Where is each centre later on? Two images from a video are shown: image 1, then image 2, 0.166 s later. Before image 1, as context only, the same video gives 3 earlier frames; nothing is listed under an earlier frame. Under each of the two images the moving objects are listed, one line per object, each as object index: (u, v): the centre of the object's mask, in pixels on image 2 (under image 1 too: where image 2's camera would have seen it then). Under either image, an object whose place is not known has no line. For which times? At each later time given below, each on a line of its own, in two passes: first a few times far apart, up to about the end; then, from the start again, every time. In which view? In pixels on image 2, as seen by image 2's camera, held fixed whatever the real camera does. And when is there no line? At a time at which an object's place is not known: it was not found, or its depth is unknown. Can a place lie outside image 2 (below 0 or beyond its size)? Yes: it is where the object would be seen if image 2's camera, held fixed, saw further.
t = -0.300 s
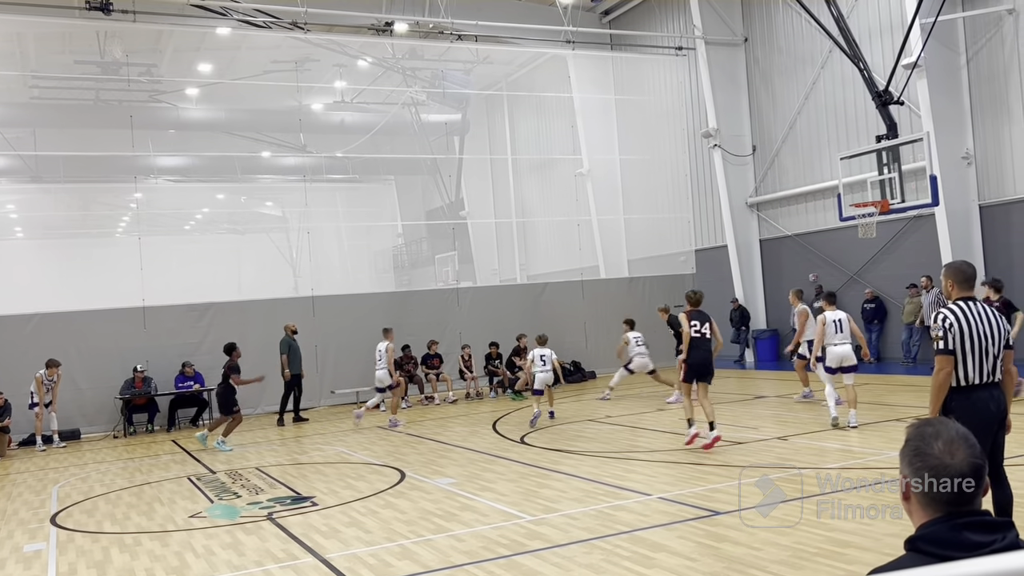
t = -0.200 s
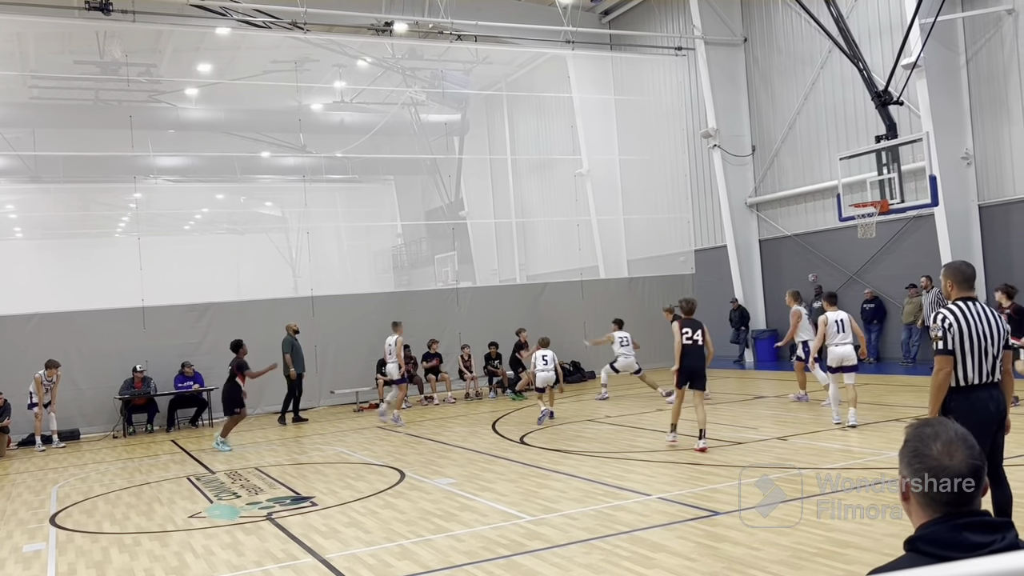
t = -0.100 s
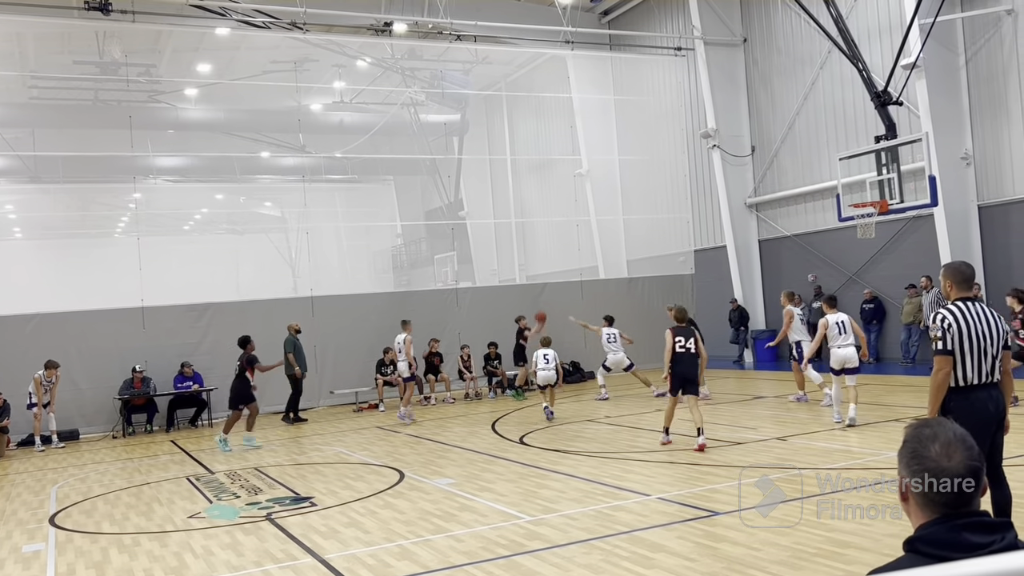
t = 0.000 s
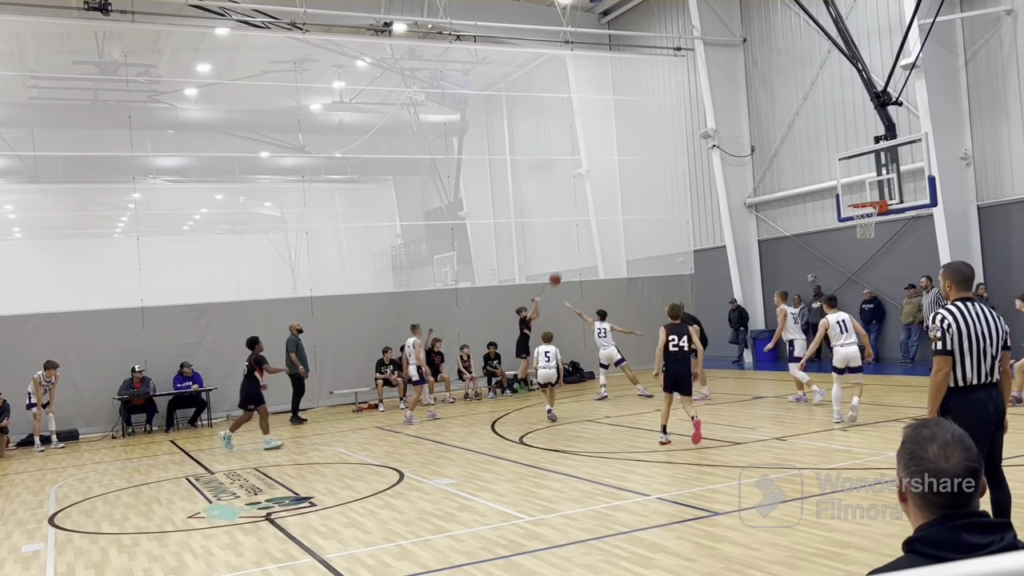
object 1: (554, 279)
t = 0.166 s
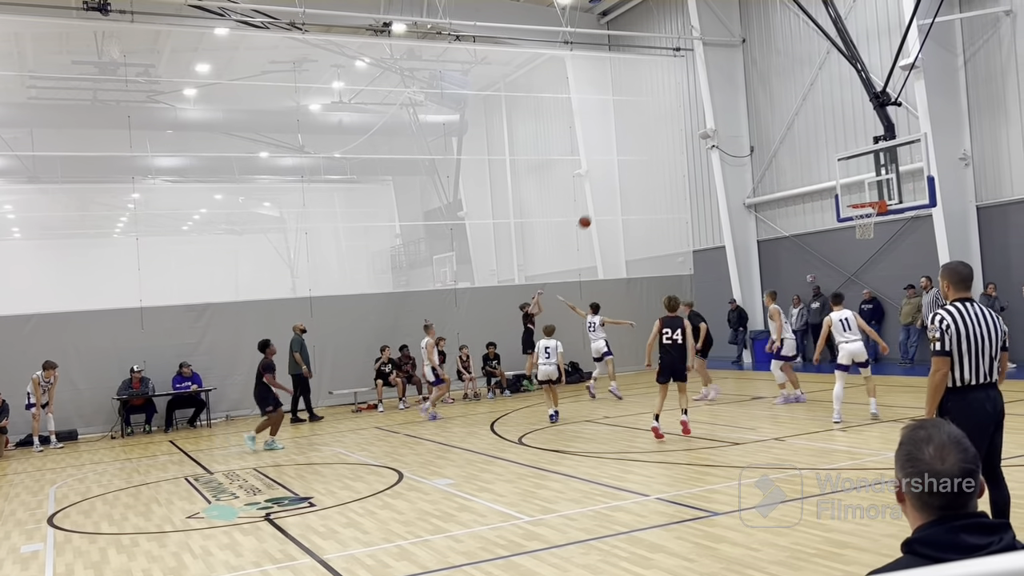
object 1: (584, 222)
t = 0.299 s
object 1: (611, 184)
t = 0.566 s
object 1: (668, 134)
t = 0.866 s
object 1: (740, 121)
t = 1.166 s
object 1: (823, 162)
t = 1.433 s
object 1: (870, 239)
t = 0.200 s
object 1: (591, 211)
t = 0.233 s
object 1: (597, 201)
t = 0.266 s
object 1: (604, 193)
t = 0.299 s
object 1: (611, 184)
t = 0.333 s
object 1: (617, 176)
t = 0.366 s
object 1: (624, 169)
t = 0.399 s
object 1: (631, 162)
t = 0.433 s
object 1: (638, 155)
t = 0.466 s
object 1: (645, 149)
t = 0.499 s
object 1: (653, 144)
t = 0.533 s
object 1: (660, 138)
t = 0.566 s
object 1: (668, 134)
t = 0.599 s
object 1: (675, 130)
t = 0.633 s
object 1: (683, 127)
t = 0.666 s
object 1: (691, 124)
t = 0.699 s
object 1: (699, 122)
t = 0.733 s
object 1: (706, 121)
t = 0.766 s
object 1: (715, 120)
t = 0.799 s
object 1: (723, 120)
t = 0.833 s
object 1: (732, 121)
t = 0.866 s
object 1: (740, 121)
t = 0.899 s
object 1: (749, 124)
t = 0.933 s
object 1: (758, 126)
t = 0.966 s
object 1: (767, 129)
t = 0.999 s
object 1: (776, 132)
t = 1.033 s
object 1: (785, 137)
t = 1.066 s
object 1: (794, 142)
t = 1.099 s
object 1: (804, 148)
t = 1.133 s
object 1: (813, 155)
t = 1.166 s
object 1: (823, 162)
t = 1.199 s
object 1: (833, 170)
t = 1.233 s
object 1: (843, 179)
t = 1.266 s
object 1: (854, 189)
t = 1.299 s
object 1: (864, 198)
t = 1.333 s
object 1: (870, 210)
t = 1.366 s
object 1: (871, 220)
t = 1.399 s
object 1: (871, 230)
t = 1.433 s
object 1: (870, 239)
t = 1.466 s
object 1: (869, 250)
